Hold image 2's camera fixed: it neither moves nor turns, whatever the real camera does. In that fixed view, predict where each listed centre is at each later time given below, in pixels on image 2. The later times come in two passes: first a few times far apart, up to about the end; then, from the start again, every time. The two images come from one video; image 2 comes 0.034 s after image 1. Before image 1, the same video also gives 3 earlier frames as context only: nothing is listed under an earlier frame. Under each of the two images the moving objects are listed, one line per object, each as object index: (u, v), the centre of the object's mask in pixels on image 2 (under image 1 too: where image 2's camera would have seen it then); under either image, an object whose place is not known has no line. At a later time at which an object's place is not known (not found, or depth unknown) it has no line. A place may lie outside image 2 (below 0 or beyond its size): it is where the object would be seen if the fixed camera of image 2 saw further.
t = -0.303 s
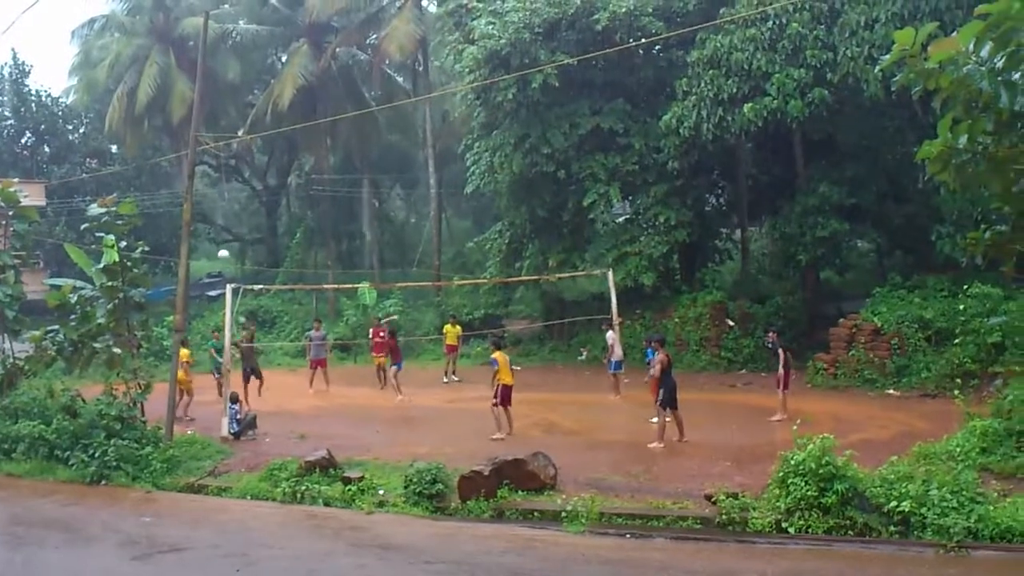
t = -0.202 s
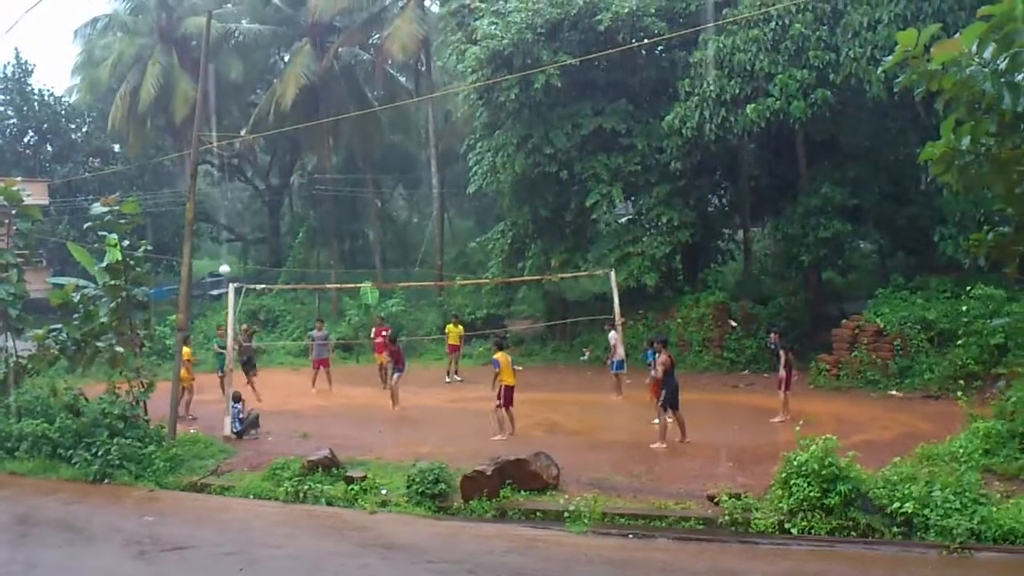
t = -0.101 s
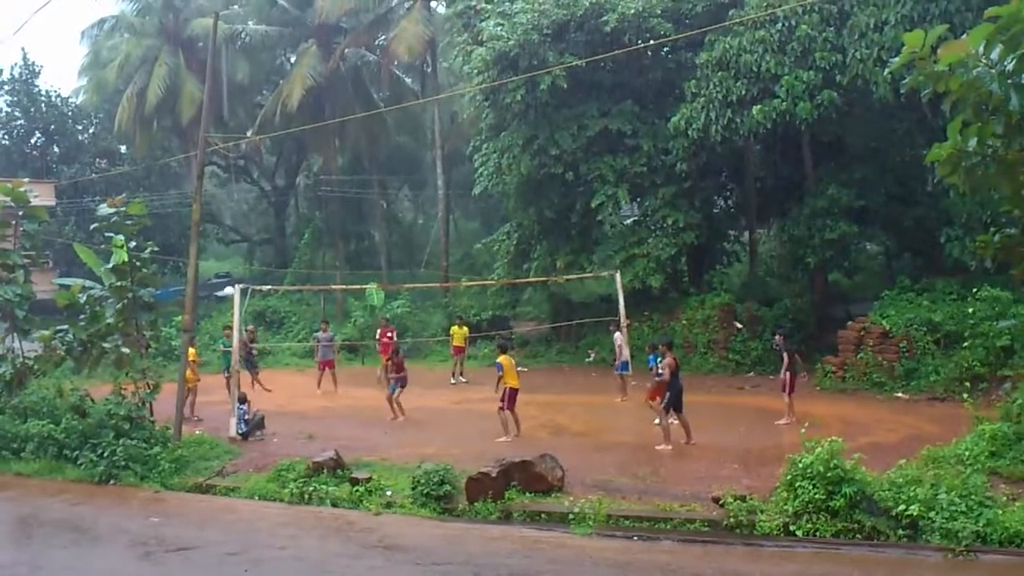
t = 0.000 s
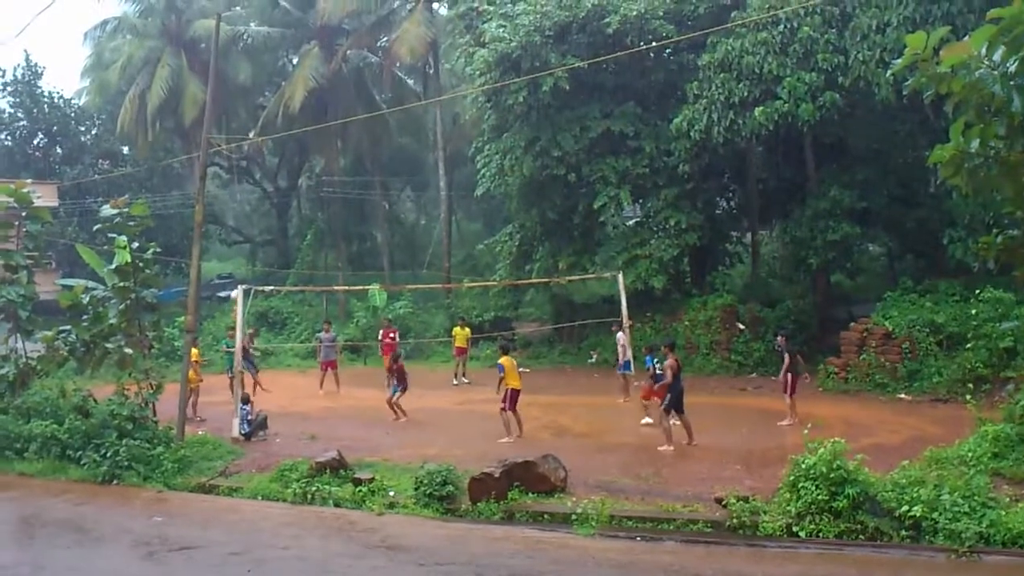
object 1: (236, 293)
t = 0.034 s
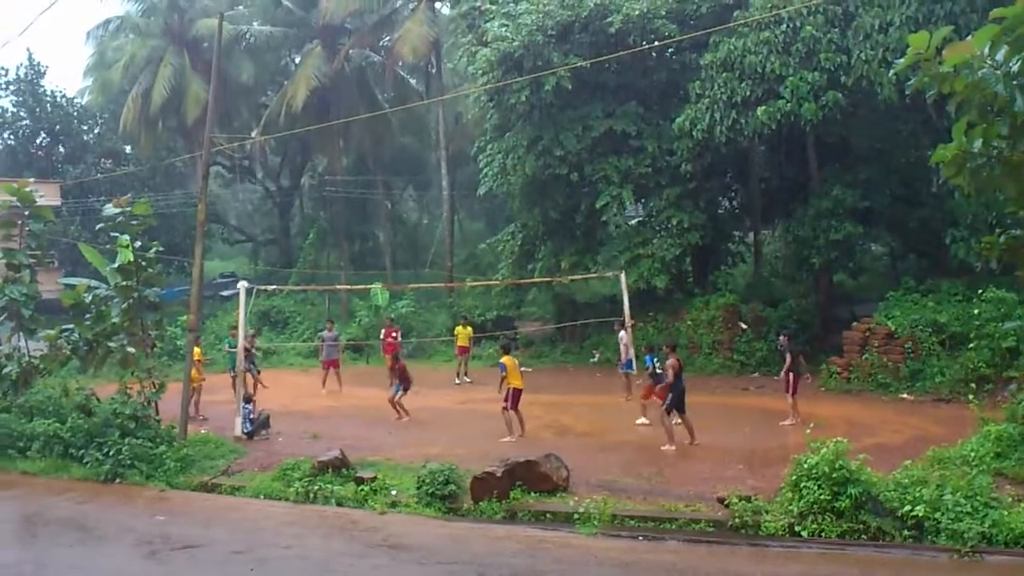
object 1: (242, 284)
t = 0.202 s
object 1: (262, 251)
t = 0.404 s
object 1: (290, 226)
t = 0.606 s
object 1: (321, 222)
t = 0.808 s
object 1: (356, 243)
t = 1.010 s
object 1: (394, 294)
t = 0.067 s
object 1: (246, 277)
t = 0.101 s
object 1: (250, 270)
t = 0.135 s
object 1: (254, 263)
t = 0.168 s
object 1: (258, 256)
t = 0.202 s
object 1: (262, 251)
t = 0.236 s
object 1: (267, 244)
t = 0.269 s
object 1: (271, 240)
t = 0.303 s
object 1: (276, 236)
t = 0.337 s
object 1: (281, 232)
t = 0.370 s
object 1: (285, 228)
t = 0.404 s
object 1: (290, 226)
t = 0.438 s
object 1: (295, 224)
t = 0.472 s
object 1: (300, 222)
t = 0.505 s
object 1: (305, 221)
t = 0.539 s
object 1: (311, 221)
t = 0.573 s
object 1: (316, 221)
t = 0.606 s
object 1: (321, 222)
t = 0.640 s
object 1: (327, 224)
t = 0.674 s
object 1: (332, 226)
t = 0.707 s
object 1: (338, 229)
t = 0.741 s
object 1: (343, 233)
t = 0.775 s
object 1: (350, 237)
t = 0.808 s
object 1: (356, 243)
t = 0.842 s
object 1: (362, 249)
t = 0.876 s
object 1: (368, 256)
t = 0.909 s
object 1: (375, 264)
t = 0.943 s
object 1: (382, 274)
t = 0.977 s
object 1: (388, 283)
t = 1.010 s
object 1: (394, 294)
